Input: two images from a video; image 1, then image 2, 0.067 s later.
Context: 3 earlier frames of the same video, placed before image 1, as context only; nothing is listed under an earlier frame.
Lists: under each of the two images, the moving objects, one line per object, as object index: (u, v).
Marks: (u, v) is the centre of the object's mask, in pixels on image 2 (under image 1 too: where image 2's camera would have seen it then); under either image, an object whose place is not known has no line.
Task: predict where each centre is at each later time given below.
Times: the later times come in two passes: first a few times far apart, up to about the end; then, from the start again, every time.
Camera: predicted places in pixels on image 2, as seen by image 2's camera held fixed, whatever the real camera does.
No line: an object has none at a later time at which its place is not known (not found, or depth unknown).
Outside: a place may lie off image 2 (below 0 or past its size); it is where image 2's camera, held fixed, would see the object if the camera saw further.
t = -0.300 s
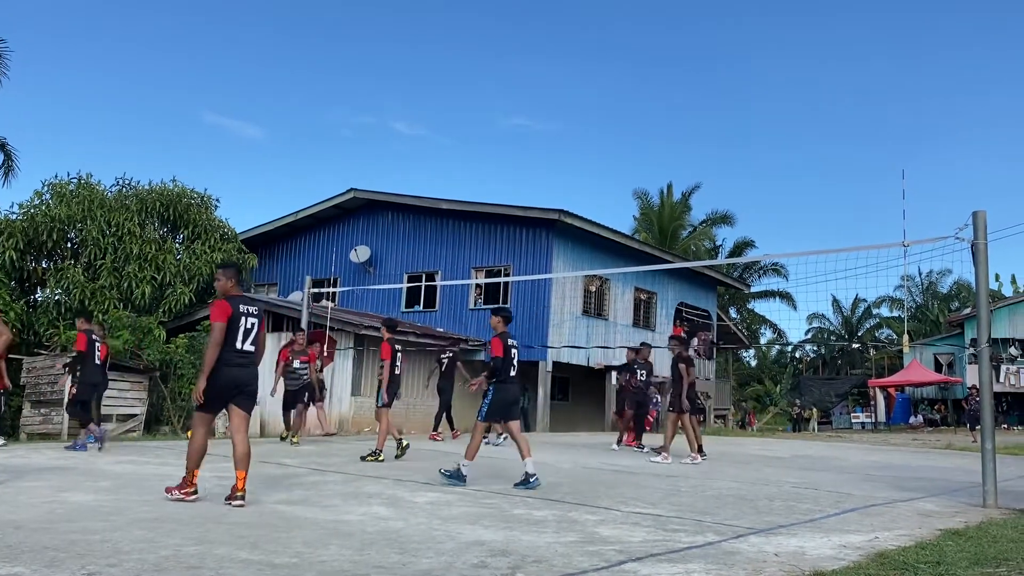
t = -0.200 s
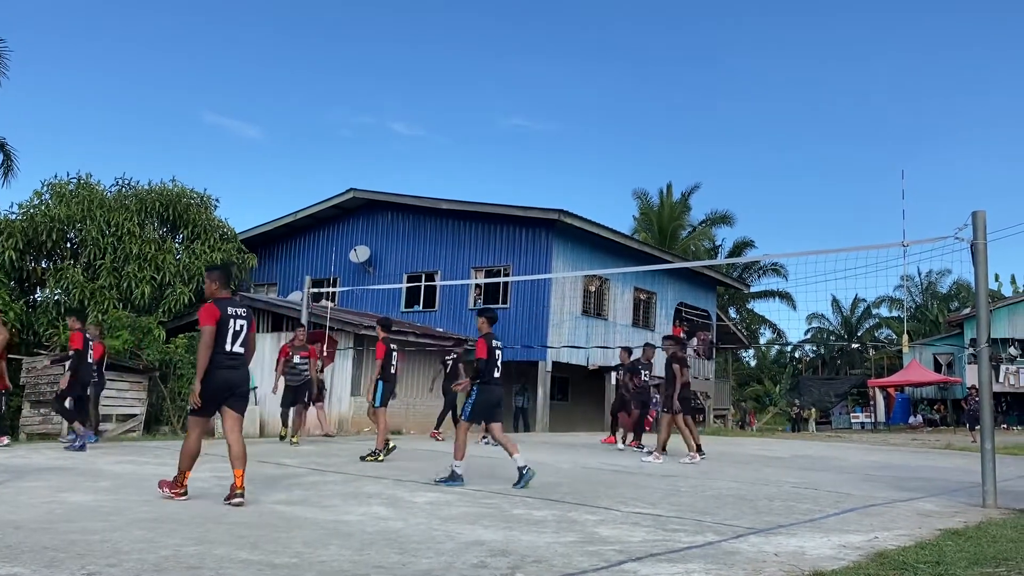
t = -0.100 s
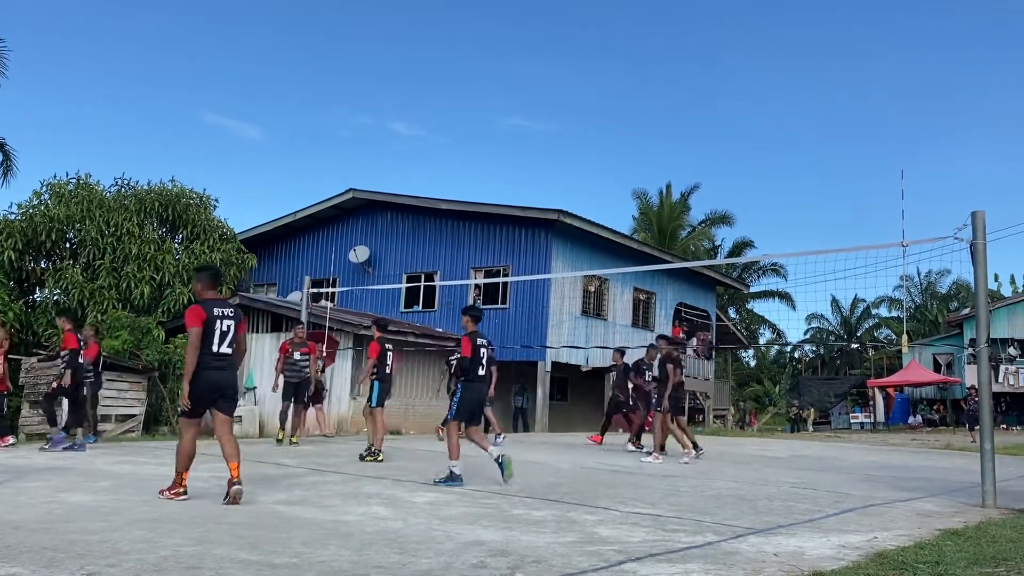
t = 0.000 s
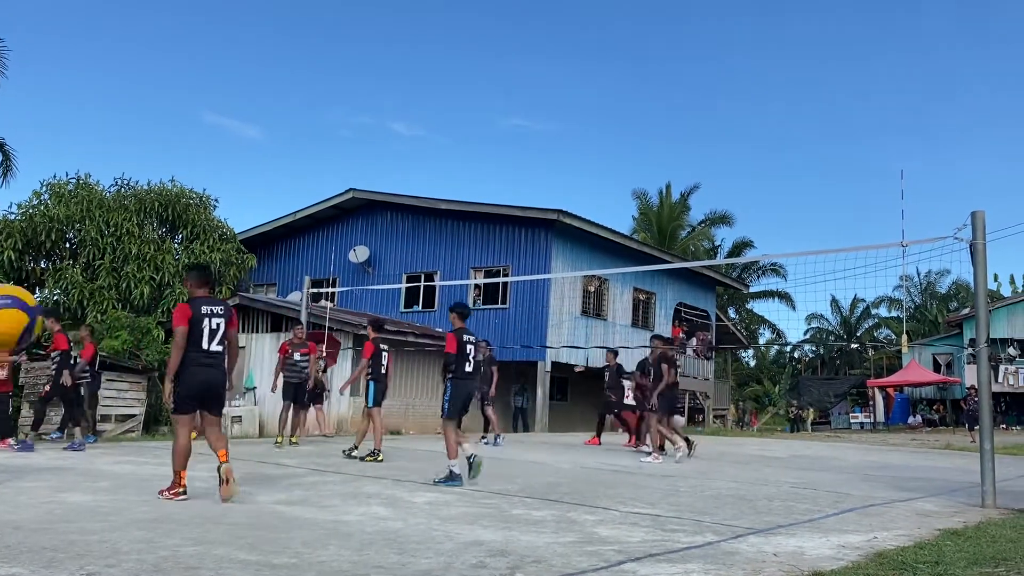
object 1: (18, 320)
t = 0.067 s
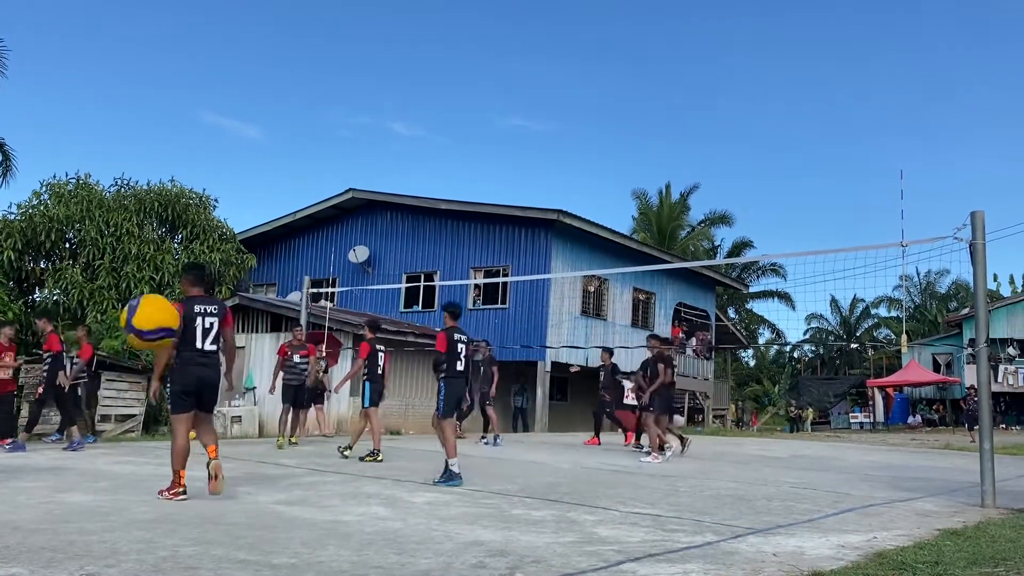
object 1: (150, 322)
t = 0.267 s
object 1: (405, 382)
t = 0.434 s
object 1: (518, 456)
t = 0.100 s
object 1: (209, 329)
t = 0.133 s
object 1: (260, 337)
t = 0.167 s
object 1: (303, 347)
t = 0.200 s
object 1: (342, 357)
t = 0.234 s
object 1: (375, 369)
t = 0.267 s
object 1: (405, 382)
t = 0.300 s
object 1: (433, 396)
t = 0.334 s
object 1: (457, 410)
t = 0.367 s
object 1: (479, 423)
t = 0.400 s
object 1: (499, 440)
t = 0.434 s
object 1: (518, 456)
